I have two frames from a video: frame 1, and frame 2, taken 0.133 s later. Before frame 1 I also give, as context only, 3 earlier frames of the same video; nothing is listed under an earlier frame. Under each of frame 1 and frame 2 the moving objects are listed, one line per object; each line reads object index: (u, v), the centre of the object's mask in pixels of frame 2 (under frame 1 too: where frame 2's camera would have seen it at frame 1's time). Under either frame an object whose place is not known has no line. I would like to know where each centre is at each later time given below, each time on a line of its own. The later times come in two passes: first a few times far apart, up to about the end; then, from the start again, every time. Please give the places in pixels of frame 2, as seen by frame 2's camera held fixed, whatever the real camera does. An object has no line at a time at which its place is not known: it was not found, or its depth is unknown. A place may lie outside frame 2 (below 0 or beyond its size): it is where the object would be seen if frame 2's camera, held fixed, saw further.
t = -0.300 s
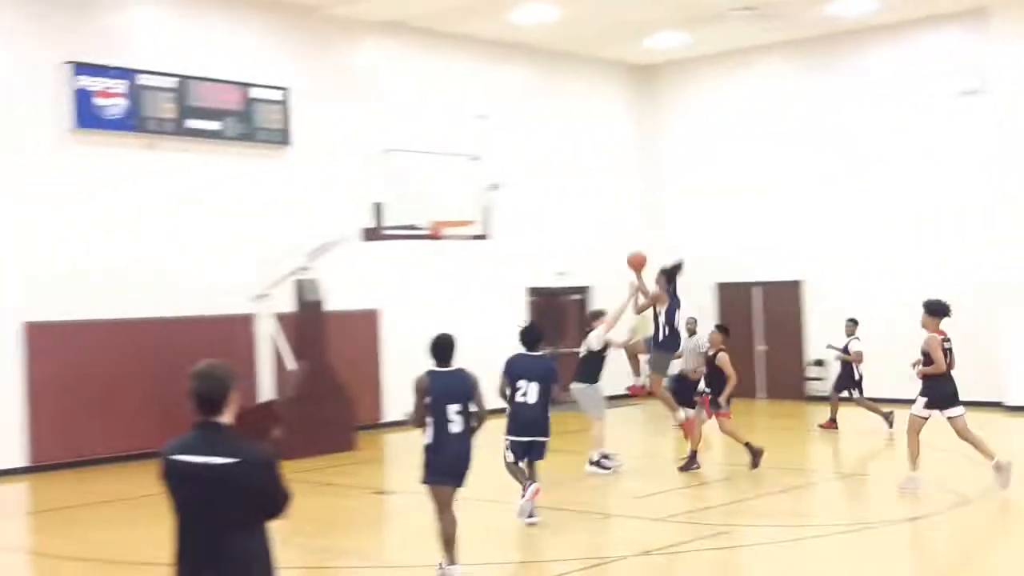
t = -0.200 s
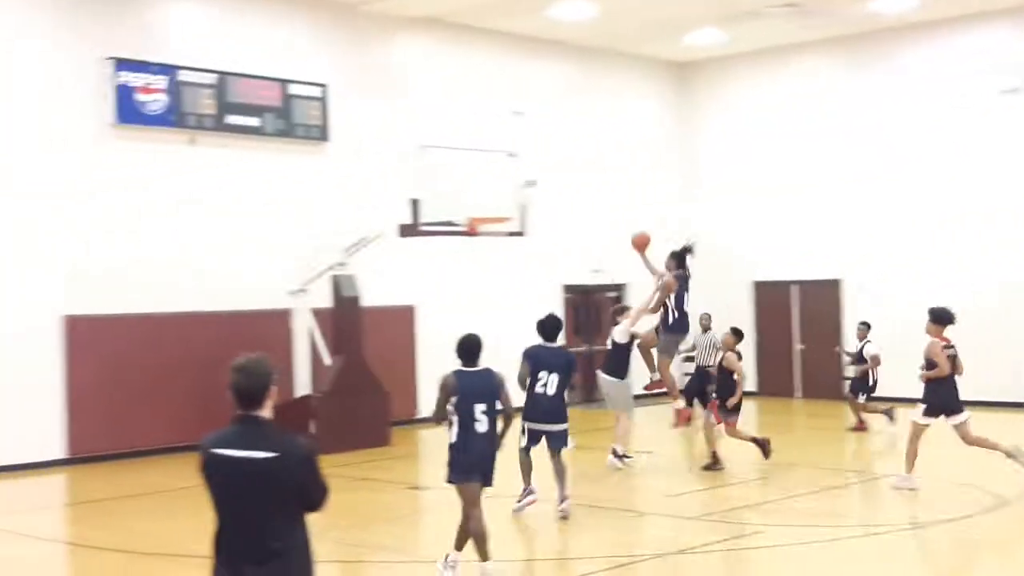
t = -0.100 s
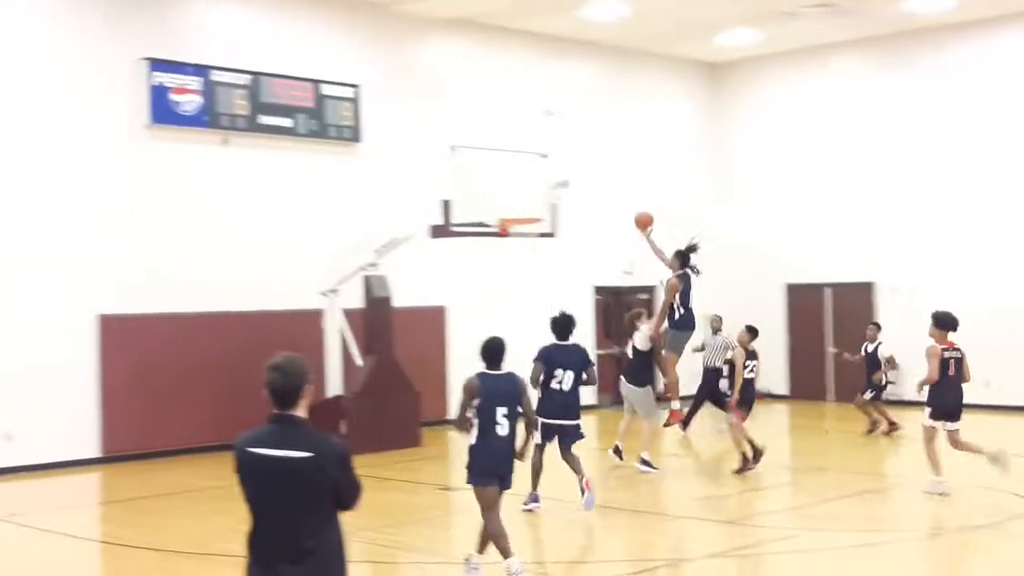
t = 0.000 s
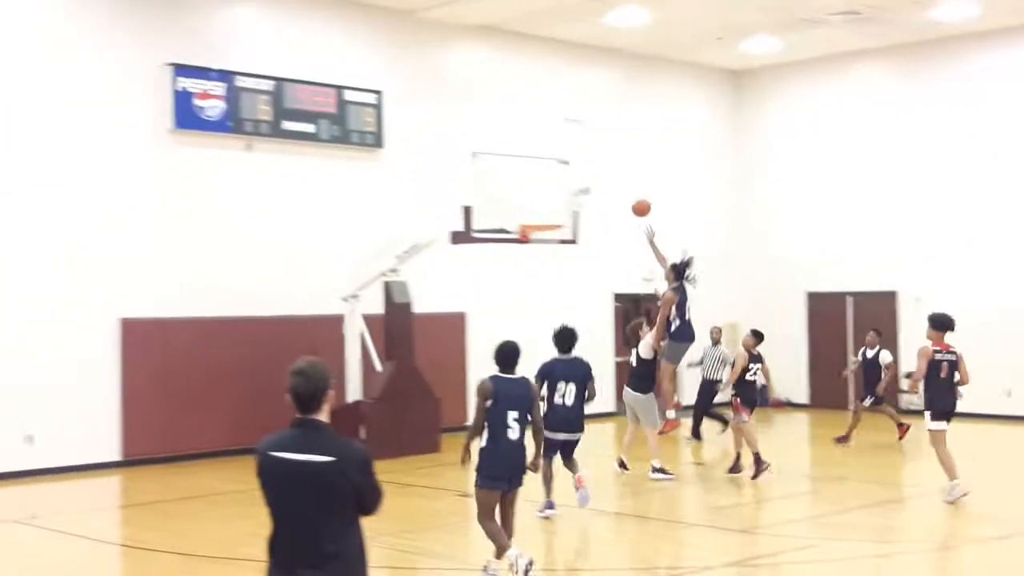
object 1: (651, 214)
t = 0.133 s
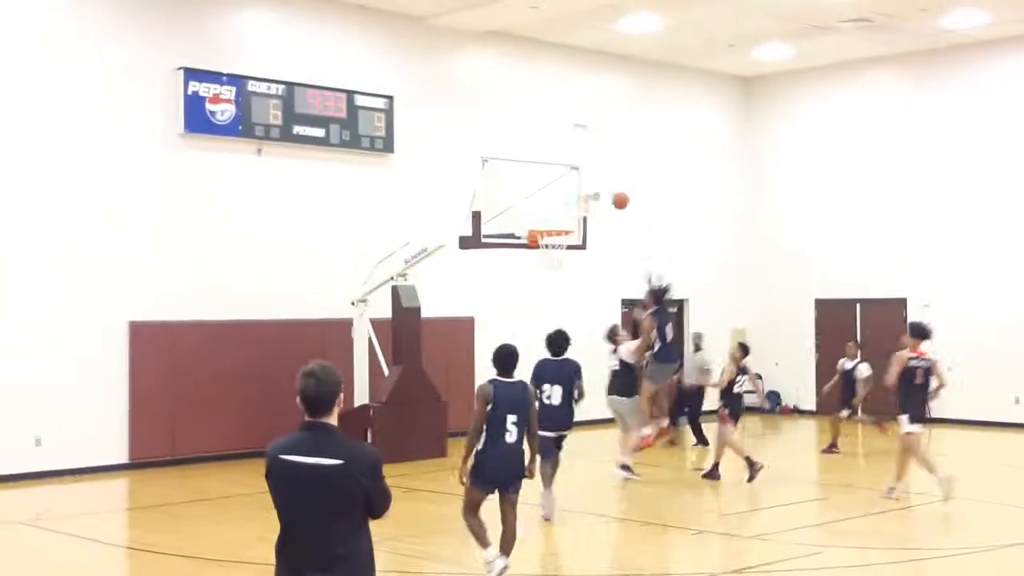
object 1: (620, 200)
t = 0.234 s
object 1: (598, 200)
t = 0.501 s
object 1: (545, 215)
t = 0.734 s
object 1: (533, 198)
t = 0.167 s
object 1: (612, 199)
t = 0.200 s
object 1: (605, 199)
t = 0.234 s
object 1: (598, 200)
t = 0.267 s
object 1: (591, 201)
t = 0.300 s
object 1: (584, 204)
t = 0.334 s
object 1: (576, 207)
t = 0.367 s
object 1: (569, 211)
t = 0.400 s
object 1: (562, 216)
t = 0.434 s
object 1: (556, 221)
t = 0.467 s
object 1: (550, 221)
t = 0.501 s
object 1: (545, 215)
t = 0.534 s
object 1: (541, 211)
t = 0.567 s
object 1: (536, 207)
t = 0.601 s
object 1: (535, 203)
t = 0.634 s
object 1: (535, 201)
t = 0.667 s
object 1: (534, 199)
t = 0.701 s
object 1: (534, 198)
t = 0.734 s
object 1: (533, 198)
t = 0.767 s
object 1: (533, 199)
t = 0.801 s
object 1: (532, 201)
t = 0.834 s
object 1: (532, 203)
